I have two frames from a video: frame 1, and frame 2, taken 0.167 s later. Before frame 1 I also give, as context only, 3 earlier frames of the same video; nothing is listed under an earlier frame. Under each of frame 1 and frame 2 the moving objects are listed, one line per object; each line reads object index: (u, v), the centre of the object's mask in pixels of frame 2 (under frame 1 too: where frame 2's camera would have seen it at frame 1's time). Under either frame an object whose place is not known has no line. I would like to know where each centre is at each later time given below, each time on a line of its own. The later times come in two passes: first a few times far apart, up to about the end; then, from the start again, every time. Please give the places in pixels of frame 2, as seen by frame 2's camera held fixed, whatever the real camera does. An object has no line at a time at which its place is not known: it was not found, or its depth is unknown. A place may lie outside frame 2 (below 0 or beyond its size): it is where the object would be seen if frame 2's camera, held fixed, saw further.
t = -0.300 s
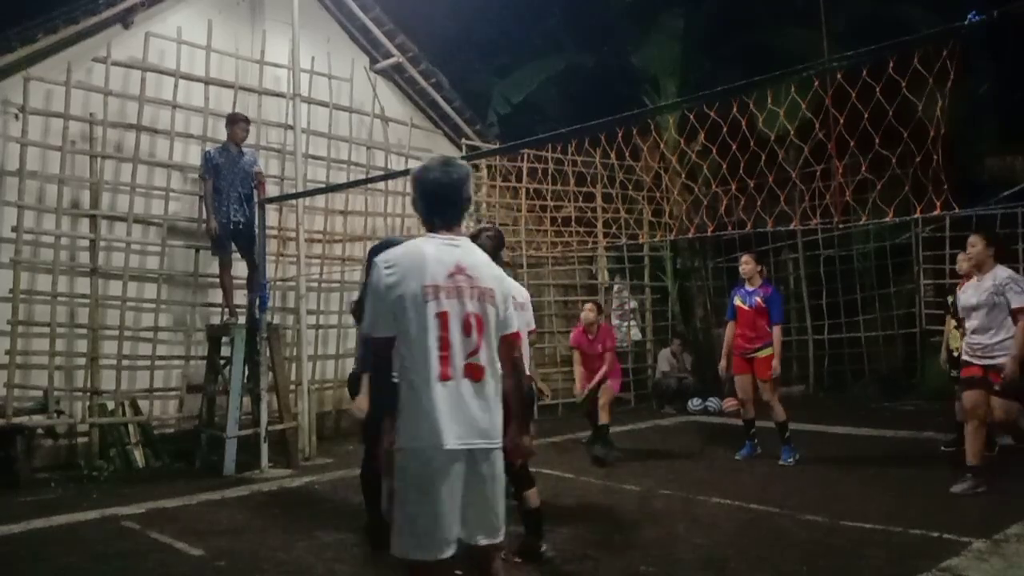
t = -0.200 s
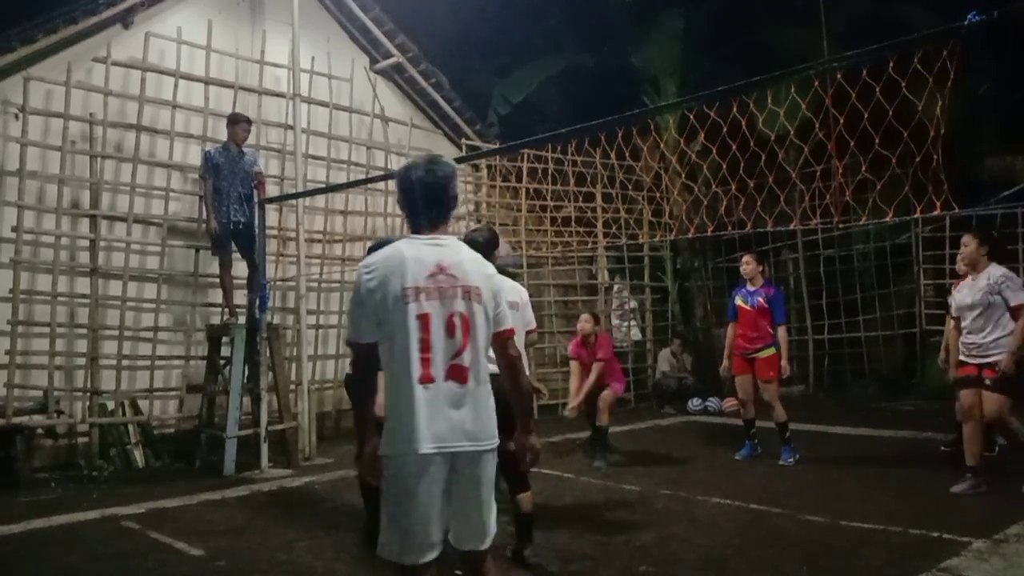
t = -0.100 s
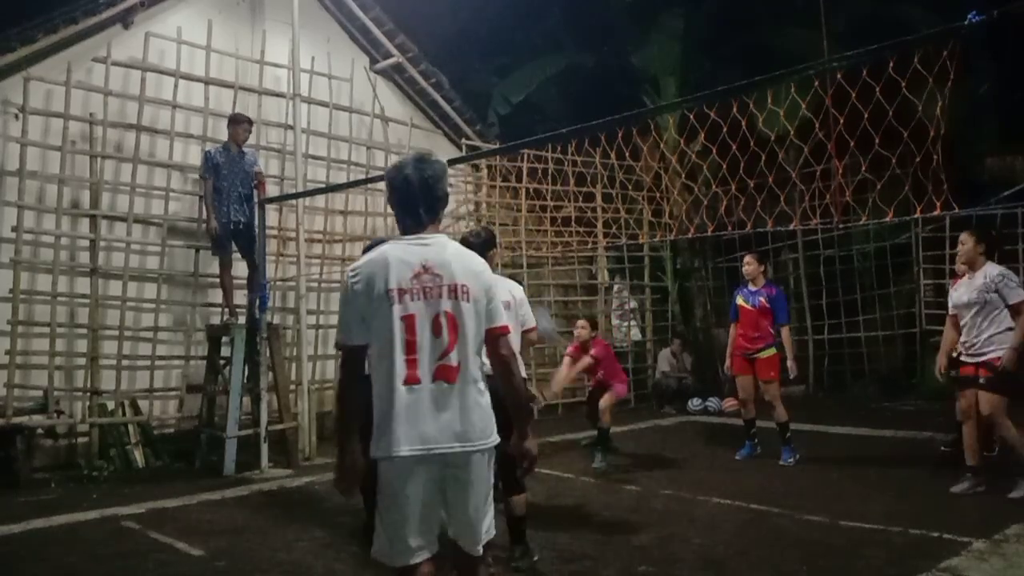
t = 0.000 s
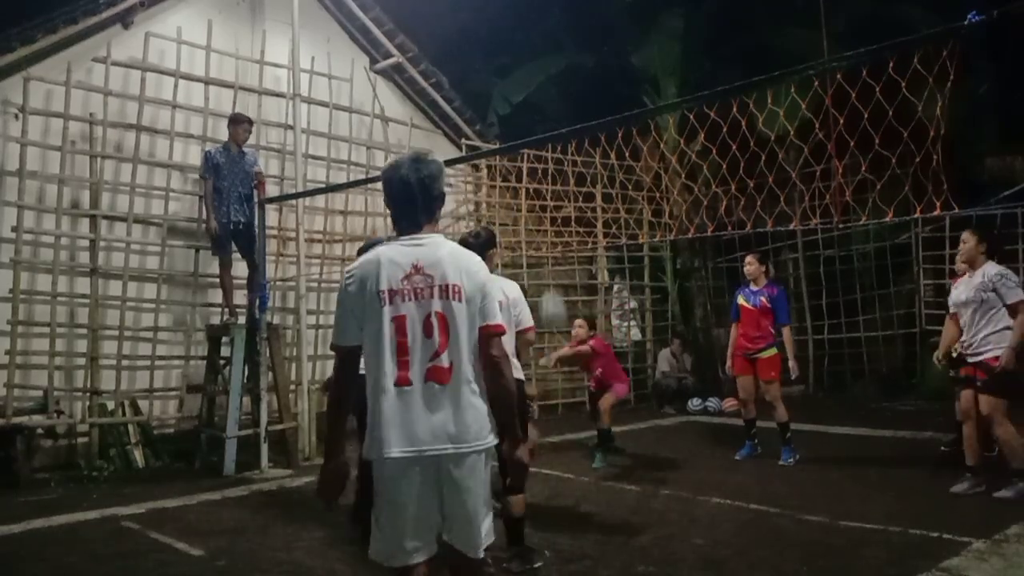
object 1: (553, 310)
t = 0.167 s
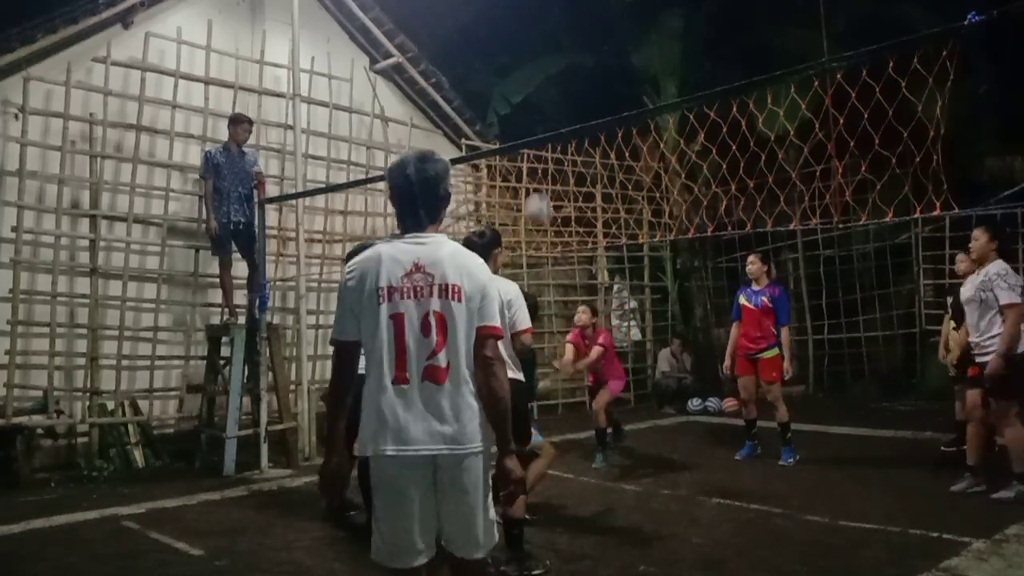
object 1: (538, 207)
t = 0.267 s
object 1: (531, 167)
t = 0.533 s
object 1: (515, 118)
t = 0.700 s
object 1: (506, 132)
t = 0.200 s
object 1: (536, 193)
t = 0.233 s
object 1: (534, 180)
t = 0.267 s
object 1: (531, 167)
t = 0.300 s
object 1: (530, 158)
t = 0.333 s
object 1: (526, 140)
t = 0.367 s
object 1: (523, 131)
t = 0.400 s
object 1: (522, 128)
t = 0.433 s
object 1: (521, 124)
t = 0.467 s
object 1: (519, 121)
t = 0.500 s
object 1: (517, 119)
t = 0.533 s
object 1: (515, 118)
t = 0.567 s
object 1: (513, 118)
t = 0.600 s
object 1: (511, 120)
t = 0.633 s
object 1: (509, 123)
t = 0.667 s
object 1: (507, 128)
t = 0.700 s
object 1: (506, 132)
